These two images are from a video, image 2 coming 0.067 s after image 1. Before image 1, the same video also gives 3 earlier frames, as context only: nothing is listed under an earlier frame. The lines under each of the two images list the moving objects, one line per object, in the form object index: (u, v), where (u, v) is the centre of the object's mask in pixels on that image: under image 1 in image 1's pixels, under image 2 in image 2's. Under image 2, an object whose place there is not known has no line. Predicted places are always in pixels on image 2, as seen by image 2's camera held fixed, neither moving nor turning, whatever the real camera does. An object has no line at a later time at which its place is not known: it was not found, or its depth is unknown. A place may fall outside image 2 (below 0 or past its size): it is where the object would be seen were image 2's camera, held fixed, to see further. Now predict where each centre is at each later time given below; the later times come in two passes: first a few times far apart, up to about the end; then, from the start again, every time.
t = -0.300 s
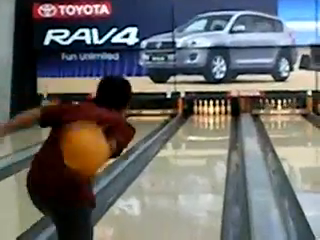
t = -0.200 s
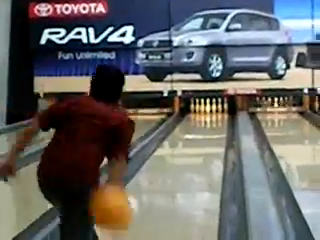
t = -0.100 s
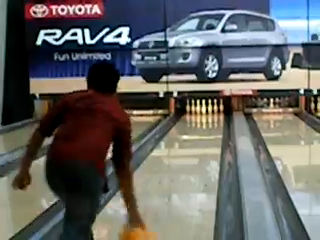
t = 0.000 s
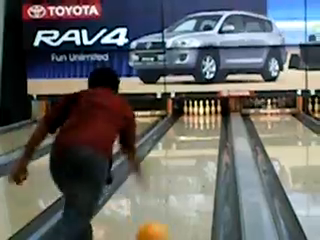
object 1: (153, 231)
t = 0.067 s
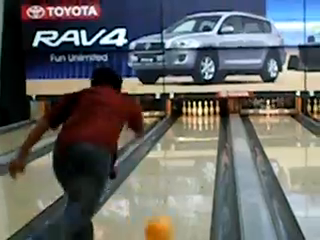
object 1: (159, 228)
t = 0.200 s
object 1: (171, 209)
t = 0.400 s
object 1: (185, 185)
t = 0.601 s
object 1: (193, 166)
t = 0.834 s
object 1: (203, 153)
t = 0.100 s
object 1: (163, 224)
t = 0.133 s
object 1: (165, 218)
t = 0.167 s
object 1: (169, 212)
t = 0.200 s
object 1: (171, 209)
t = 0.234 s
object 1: (174, 204)
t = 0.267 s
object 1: (176, 200)
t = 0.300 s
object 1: (178, 195)
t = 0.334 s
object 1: (182, 190)
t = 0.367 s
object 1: (183, 187)
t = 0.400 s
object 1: (185, 185)
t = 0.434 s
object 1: (187, 179)
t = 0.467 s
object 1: (189, 176)
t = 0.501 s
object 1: (190, 174)
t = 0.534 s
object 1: (191, 169)
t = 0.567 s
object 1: (192, 167)
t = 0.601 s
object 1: (193, 166)
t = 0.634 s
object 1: (196, 164)
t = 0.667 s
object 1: (197, 163)
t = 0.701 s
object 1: (198, 160)
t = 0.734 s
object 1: (200, 157)
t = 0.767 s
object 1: (201, 156)
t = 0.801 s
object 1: (201, 154)
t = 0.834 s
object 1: (203, 153)
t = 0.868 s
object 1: (205, 151)
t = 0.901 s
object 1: (205, 149)
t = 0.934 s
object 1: (207, 147)
